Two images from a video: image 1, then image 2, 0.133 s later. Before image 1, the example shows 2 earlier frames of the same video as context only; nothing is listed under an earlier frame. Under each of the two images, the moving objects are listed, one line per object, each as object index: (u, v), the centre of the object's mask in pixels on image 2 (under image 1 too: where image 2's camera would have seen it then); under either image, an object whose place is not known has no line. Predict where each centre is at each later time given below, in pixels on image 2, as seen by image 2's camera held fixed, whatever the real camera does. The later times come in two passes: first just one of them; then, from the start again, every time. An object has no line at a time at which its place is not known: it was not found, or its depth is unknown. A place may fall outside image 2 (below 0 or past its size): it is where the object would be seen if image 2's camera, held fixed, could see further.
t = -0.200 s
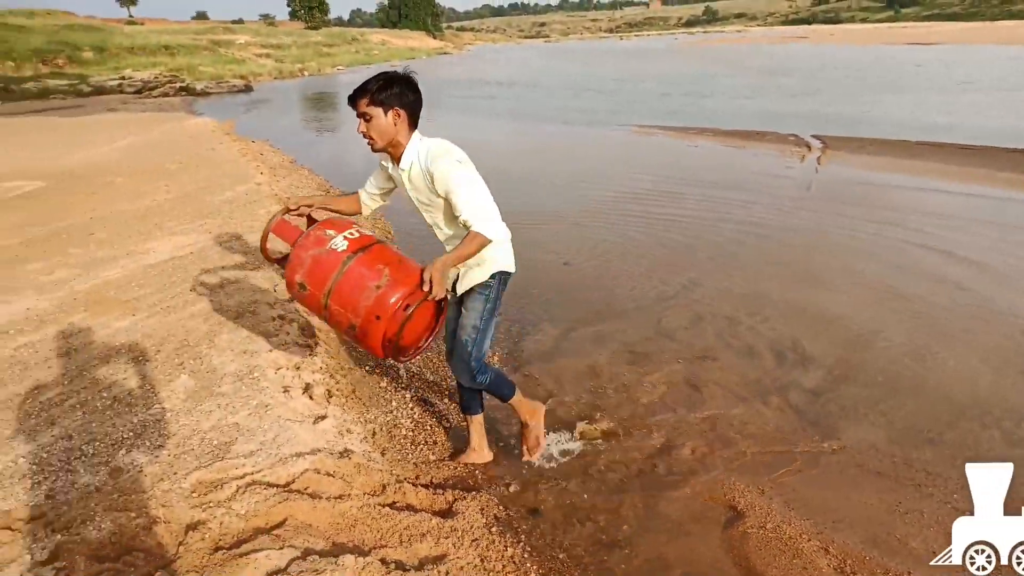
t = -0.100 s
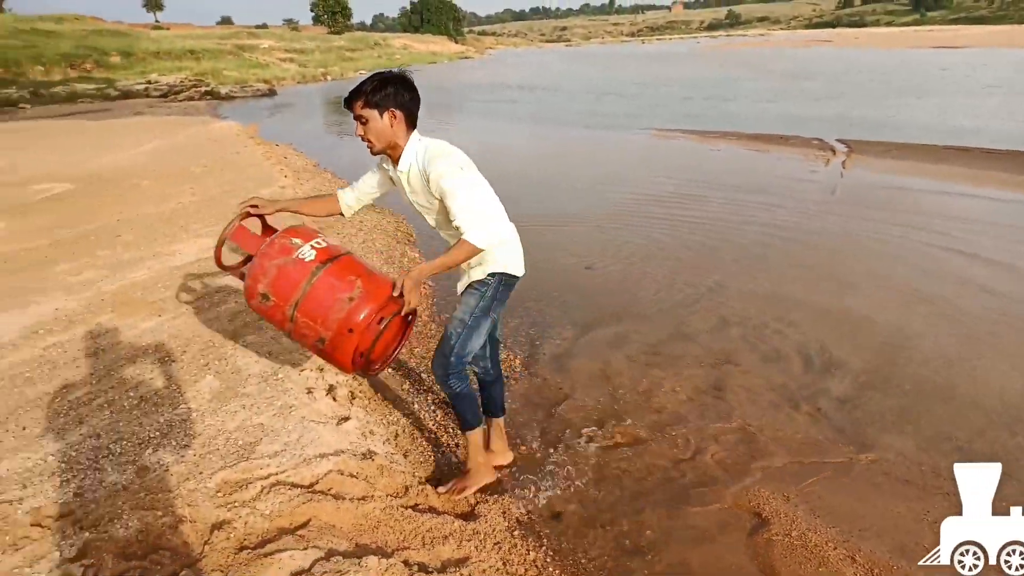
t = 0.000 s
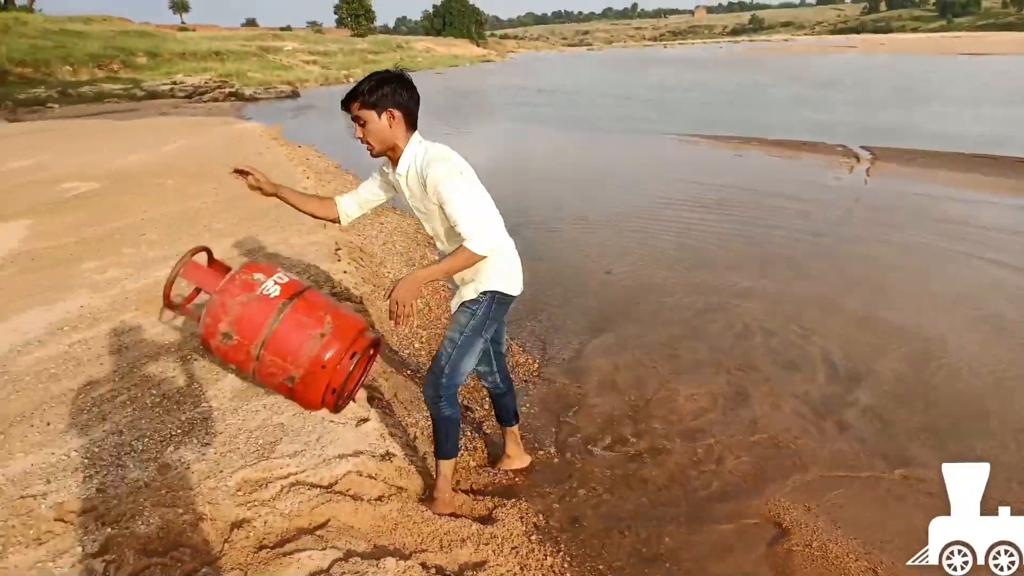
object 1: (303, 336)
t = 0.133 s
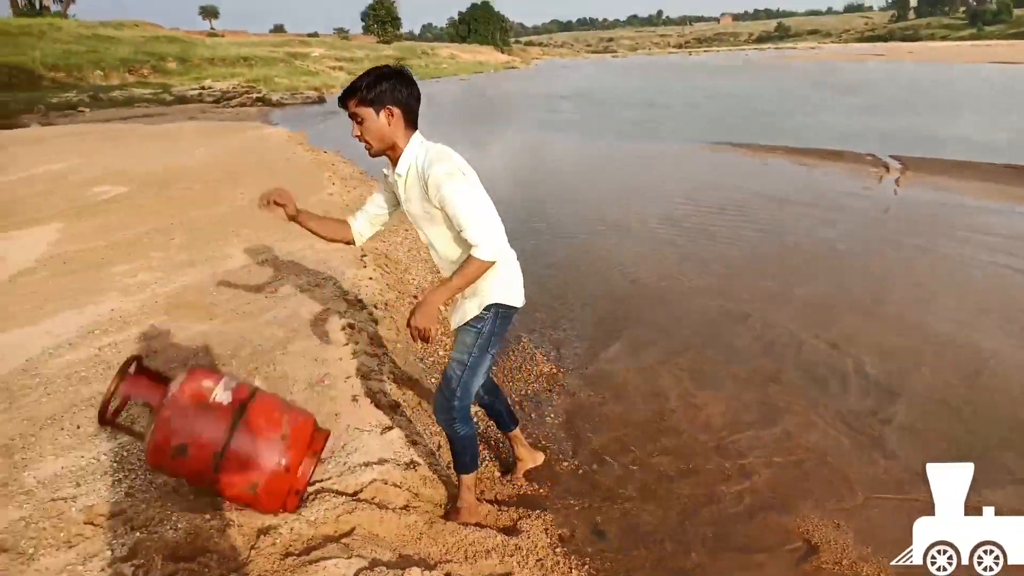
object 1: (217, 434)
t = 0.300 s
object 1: (137, 462)
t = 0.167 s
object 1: (198, 455)
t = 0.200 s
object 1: (181, 471)
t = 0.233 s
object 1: (165, 471)
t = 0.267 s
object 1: (151, 467)
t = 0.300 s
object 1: (137, 462)
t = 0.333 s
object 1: (125, 459)
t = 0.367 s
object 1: (115, 456)
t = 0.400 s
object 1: (106, 454)
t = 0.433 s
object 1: (100, 452)
